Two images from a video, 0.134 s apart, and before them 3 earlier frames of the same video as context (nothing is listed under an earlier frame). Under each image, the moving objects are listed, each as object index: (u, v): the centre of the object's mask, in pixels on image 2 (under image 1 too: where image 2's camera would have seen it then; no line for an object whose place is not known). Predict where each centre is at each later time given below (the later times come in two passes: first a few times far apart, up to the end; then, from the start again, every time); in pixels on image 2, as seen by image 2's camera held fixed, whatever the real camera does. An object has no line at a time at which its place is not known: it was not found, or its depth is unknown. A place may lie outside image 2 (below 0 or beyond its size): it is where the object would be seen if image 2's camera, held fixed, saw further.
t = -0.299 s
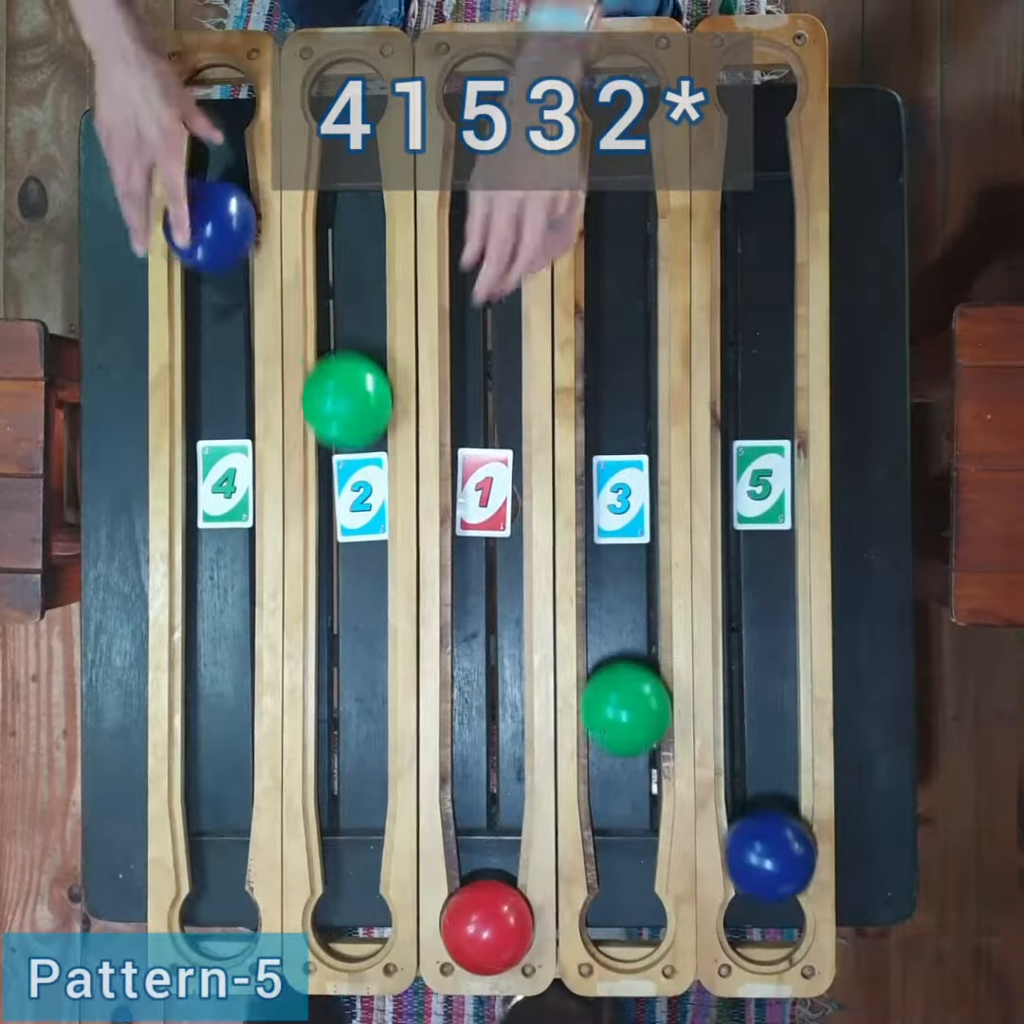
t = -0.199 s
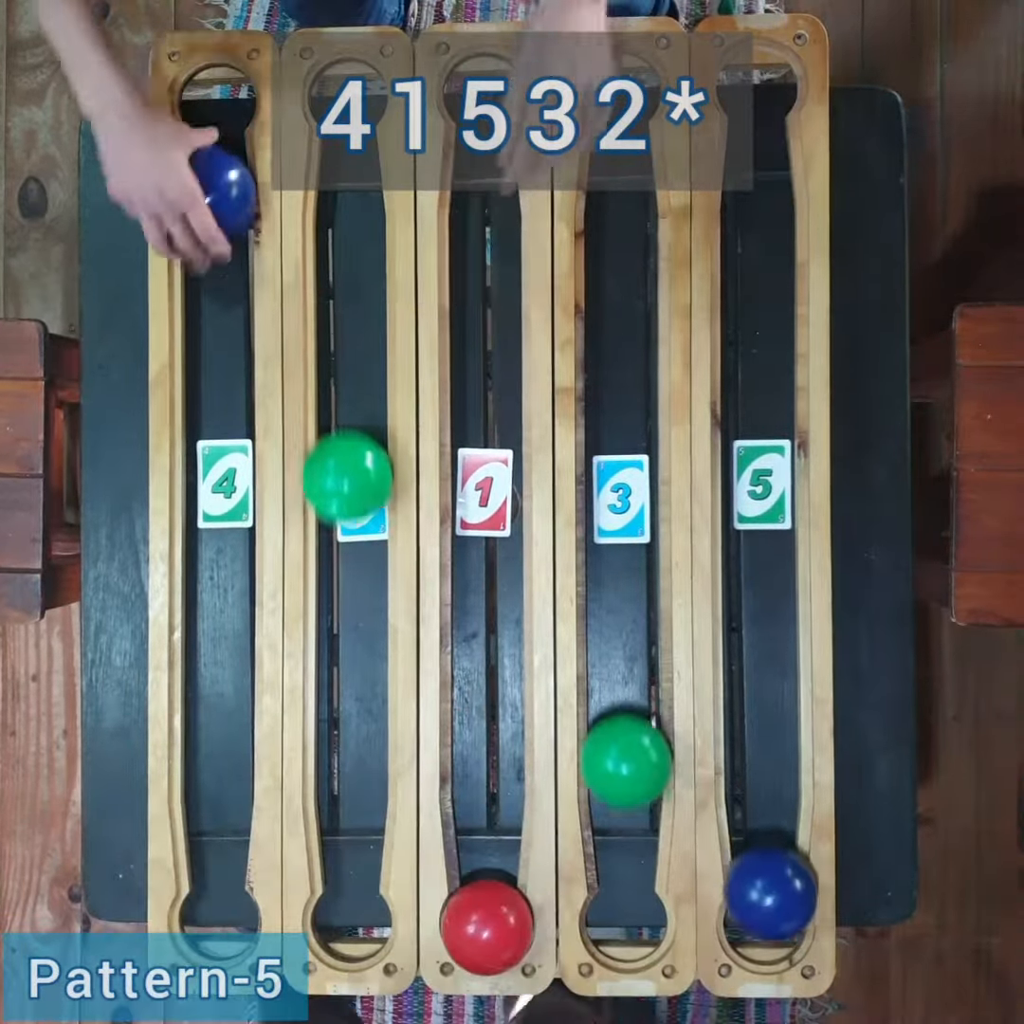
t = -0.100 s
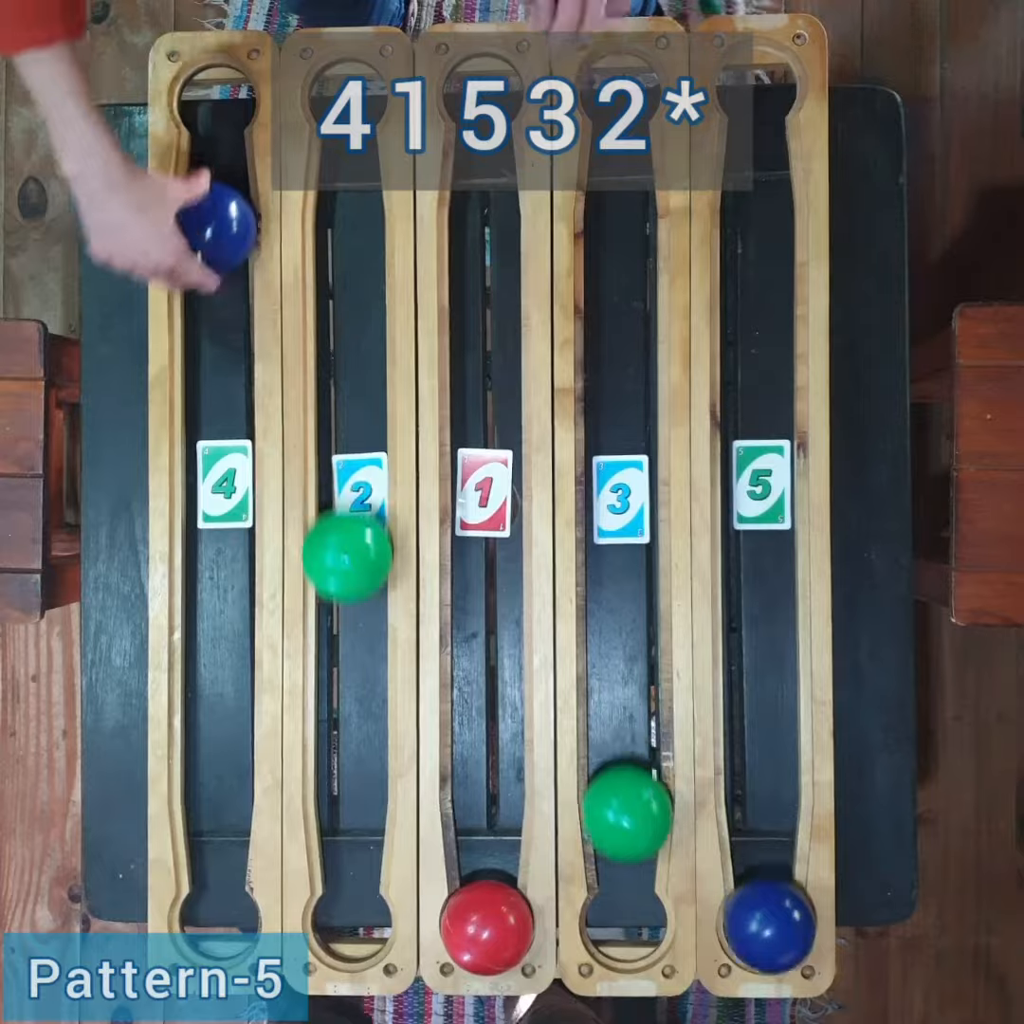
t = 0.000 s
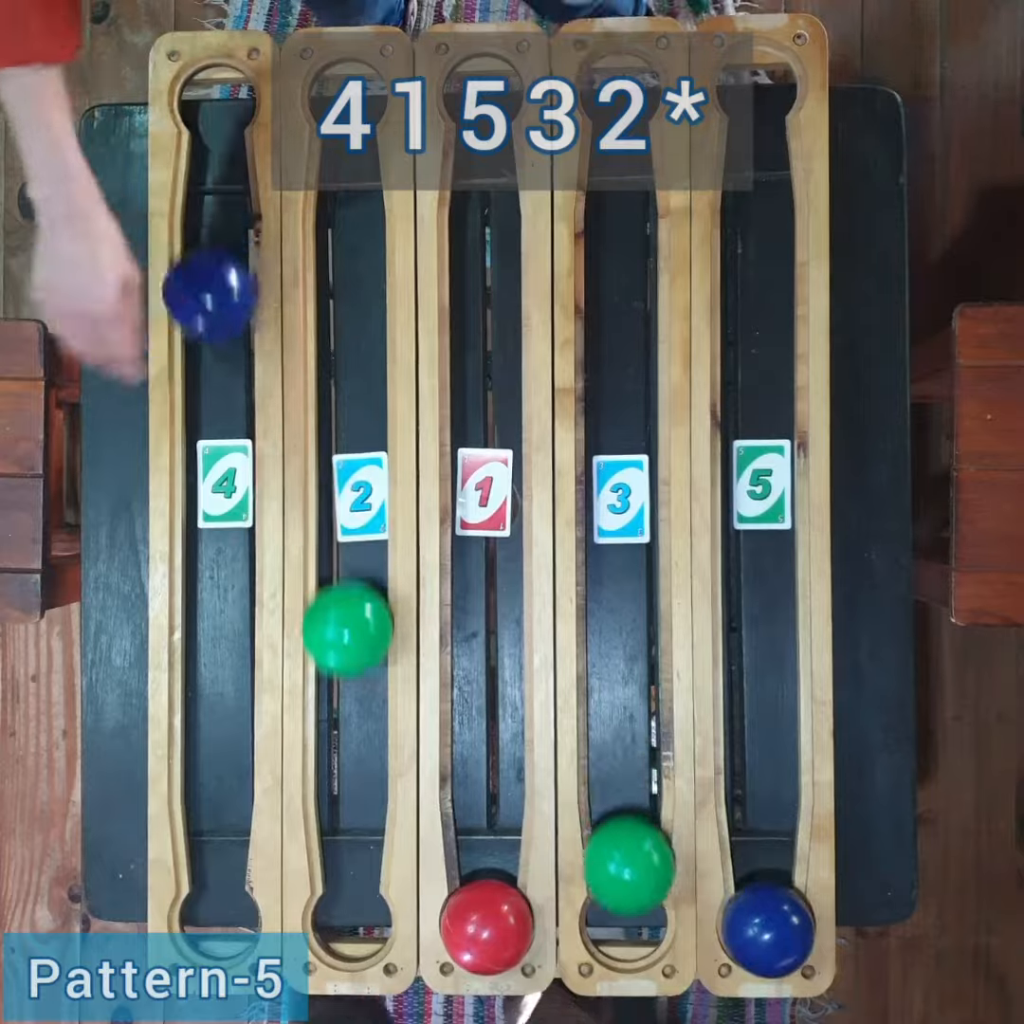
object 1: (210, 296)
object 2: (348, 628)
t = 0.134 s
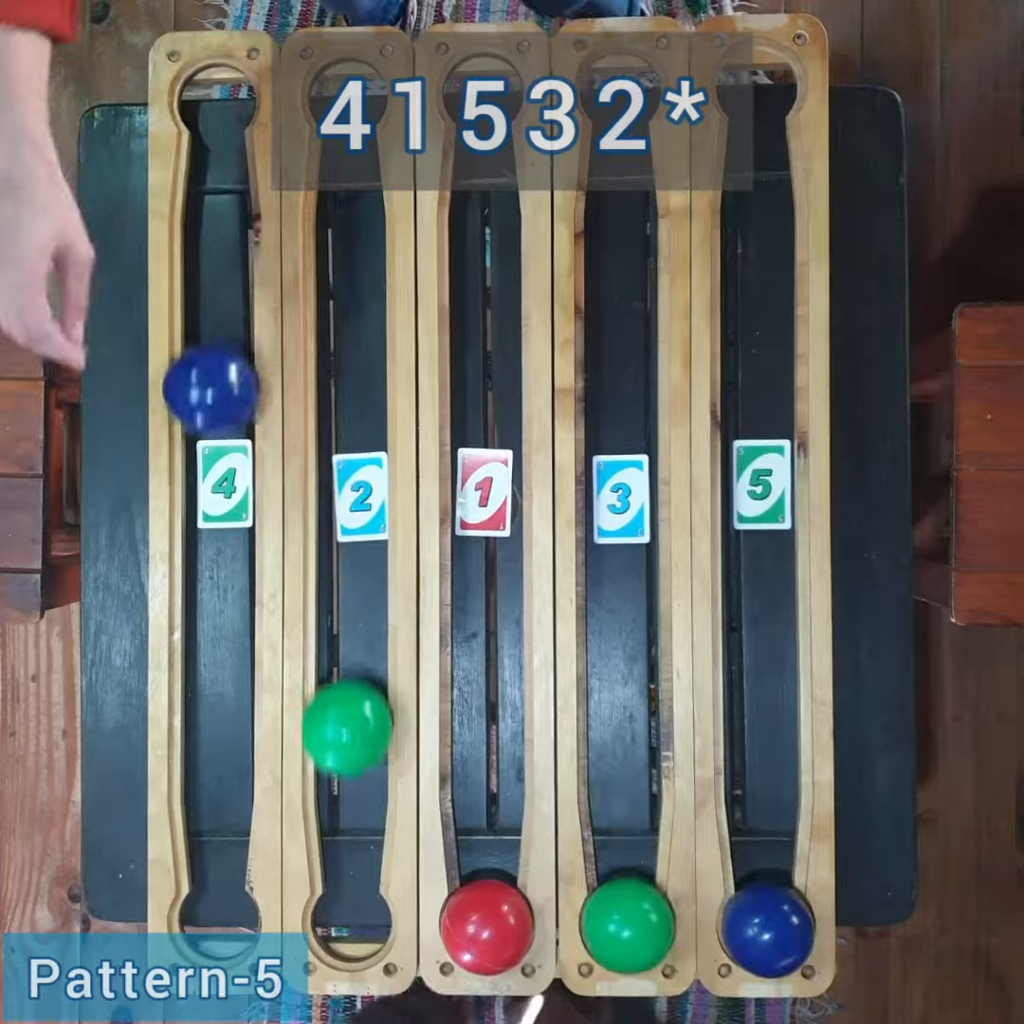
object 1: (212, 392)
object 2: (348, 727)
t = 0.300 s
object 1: (211, 505)
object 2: (346, 849)
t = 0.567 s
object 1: (210, 677)
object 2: (349, 928)
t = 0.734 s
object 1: (210, 780)
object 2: (349, 928)
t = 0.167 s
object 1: (211, 411)
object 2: (347, 752)
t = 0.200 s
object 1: (211, 434)
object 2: (347, 776)
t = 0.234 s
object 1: (211, 457)
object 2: (347, 799)
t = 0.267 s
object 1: (211, 482)
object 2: (347, 824)
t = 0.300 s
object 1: (211, 505)
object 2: (346, 849)
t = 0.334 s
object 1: (211, 527)
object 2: (346, 875)
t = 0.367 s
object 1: (211, 550)
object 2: (345, 901)
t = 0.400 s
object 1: (212, 571)
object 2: (347, 924)
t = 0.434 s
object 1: (211, 593)
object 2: (347, 937)
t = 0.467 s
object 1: (211, 613)
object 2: (348, 940)
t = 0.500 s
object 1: (210, 635)
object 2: (348, 941)
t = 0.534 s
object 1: (211, 656)
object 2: (348, 937)
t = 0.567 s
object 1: (210, 677)
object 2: (349, 928)
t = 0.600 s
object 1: (210, 698)
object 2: (349, 927)
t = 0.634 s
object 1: (211, 720)
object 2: (349, 928)
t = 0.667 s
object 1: (210, 741)
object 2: (349, 928)
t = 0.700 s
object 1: (210, 760)
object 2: (349, 928)
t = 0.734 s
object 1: (210, 780)
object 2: (349, 928)
